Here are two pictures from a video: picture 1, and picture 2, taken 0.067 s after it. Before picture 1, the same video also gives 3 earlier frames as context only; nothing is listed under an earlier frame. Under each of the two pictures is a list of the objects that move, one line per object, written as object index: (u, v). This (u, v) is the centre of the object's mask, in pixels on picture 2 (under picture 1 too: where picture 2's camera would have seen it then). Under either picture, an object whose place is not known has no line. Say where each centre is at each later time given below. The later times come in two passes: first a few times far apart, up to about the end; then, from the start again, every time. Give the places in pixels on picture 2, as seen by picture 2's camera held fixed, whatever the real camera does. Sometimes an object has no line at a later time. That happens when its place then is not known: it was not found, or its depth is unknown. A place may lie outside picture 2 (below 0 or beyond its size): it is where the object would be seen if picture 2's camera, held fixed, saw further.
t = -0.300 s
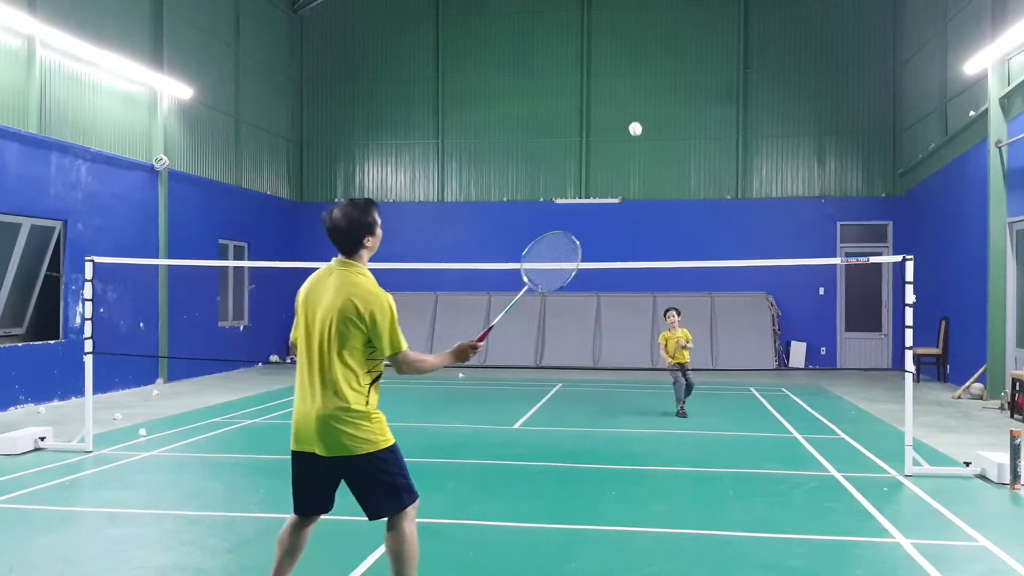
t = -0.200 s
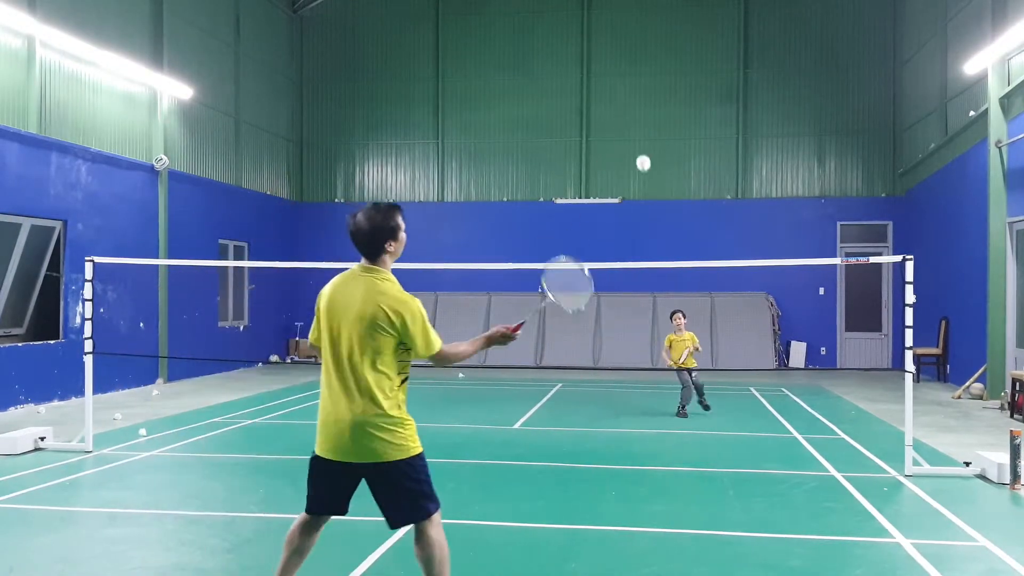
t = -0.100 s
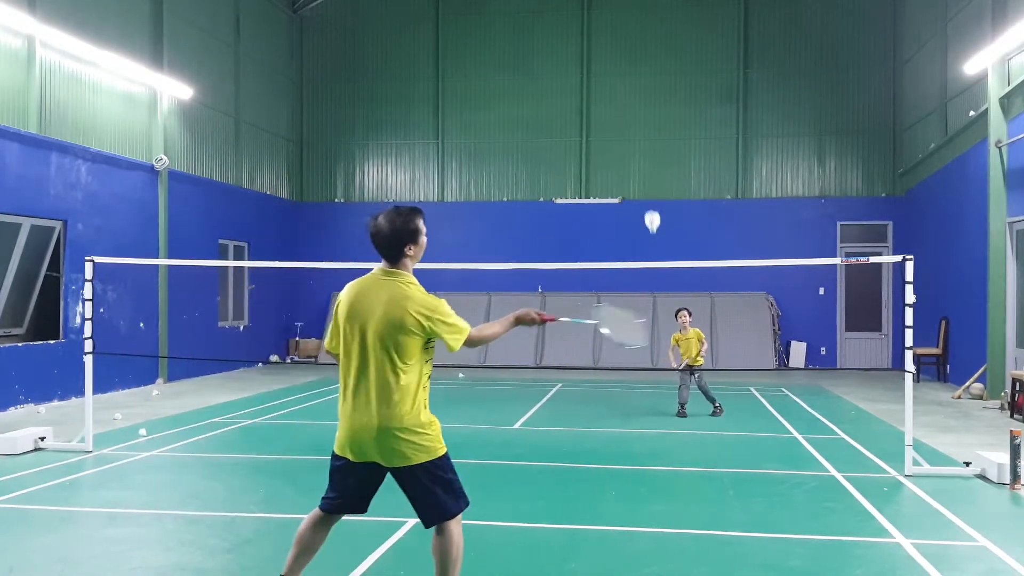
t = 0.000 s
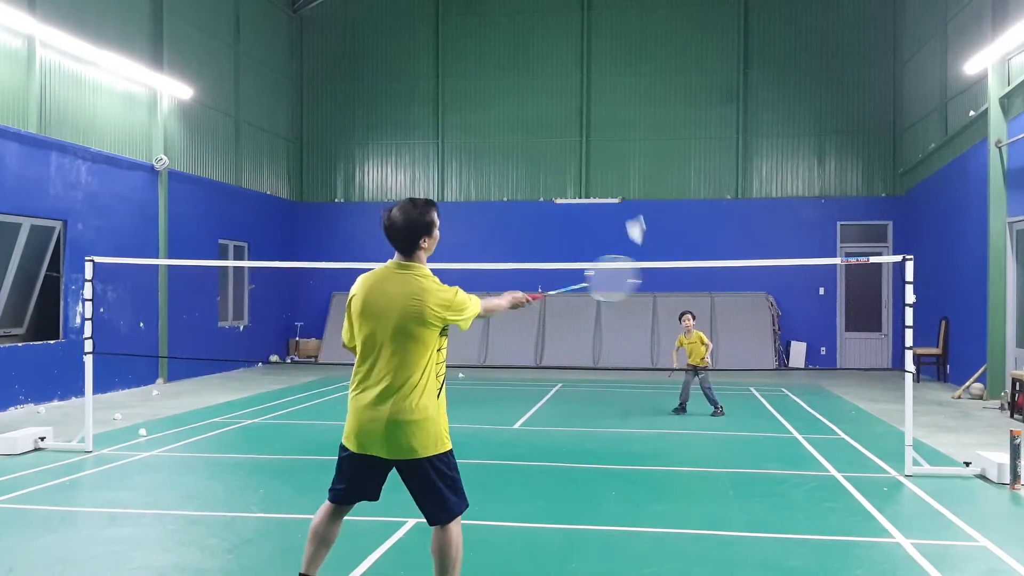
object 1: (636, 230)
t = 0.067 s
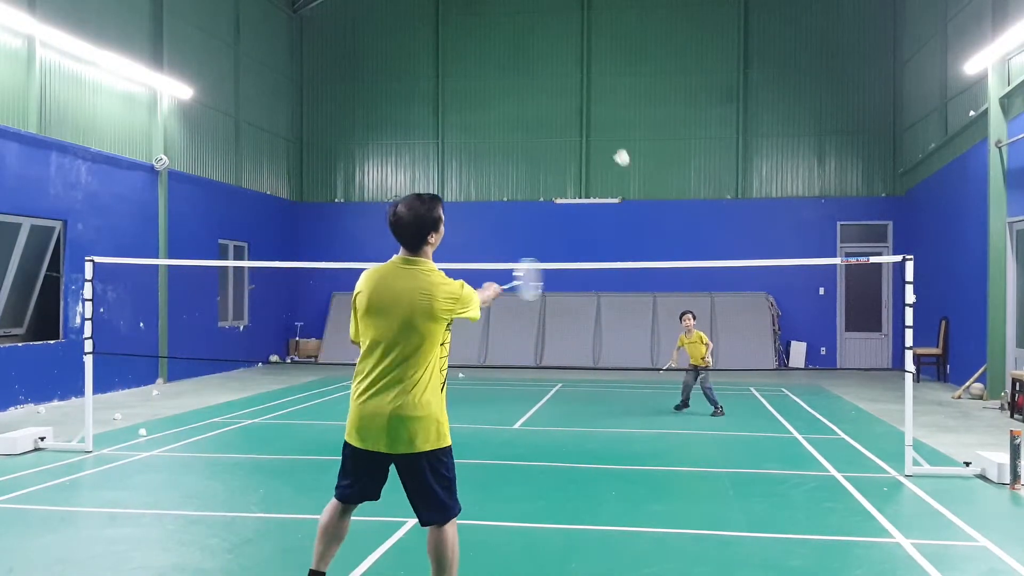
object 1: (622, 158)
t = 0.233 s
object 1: (583, 109)
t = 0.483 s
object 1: (560, 124)
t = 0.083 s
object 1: (616, 148)
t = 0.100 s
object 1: (610, 142)
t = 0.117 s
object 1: (603, 137)
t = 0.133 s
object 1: (598, 131)
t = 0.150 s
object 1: (595, 126)
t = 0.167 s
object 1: (592, 121)
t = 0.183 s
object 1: (589, 117)
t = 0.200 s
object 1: (587, 113)
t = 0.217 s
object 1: (585, 111)
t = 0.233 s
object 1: (583, 109)
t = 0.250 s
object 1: (580, 108)
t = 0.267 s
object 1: (578, 107)
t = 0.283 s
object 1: (576, 107)
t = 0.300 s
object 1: (574, 107)
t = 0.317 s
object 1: (573, 107)
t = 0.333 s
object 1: (571, 107)
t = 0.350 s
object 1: (569, 108)
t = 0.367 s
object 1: (567, 109)
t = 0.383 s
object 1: (566, 111)
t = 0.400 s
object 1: (565, 113)
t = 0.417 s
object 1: (563, 115)
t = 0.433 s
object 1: (563, 117)
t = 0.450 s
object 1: (562, 119)
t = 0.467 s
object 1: (561, 122)
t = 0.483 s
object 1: (560, 124)
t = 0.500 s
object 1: (559, 127)
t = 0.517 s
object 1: (558, 131)
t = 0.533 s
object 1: (557, 134)
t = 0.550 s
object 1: (557, 137)
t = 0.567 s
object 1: (556, 141)
